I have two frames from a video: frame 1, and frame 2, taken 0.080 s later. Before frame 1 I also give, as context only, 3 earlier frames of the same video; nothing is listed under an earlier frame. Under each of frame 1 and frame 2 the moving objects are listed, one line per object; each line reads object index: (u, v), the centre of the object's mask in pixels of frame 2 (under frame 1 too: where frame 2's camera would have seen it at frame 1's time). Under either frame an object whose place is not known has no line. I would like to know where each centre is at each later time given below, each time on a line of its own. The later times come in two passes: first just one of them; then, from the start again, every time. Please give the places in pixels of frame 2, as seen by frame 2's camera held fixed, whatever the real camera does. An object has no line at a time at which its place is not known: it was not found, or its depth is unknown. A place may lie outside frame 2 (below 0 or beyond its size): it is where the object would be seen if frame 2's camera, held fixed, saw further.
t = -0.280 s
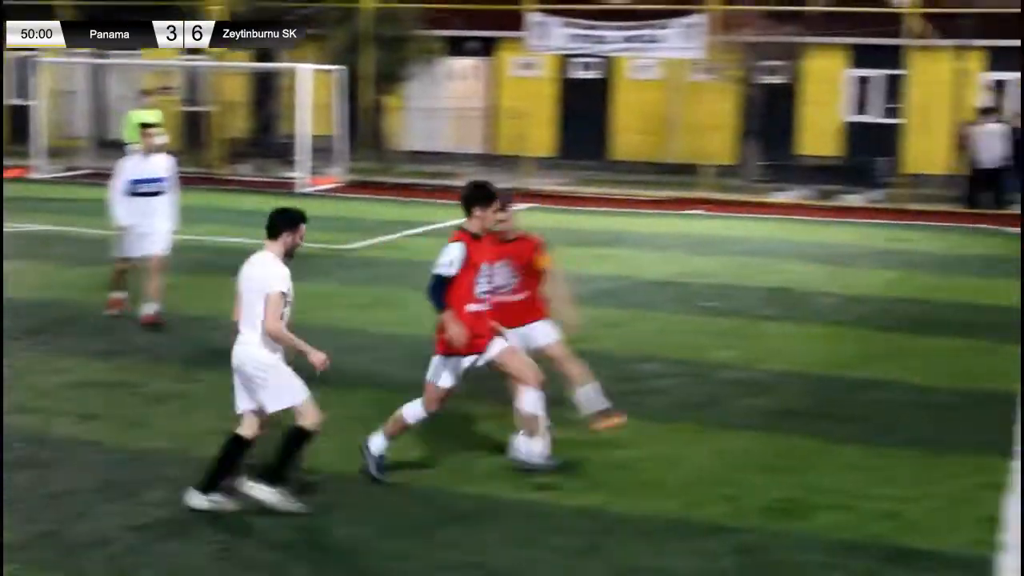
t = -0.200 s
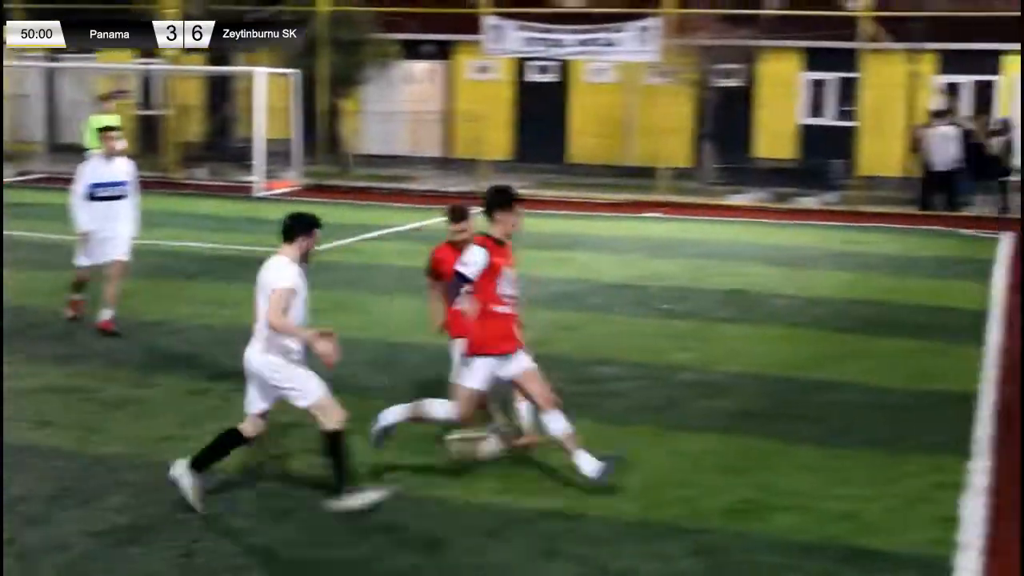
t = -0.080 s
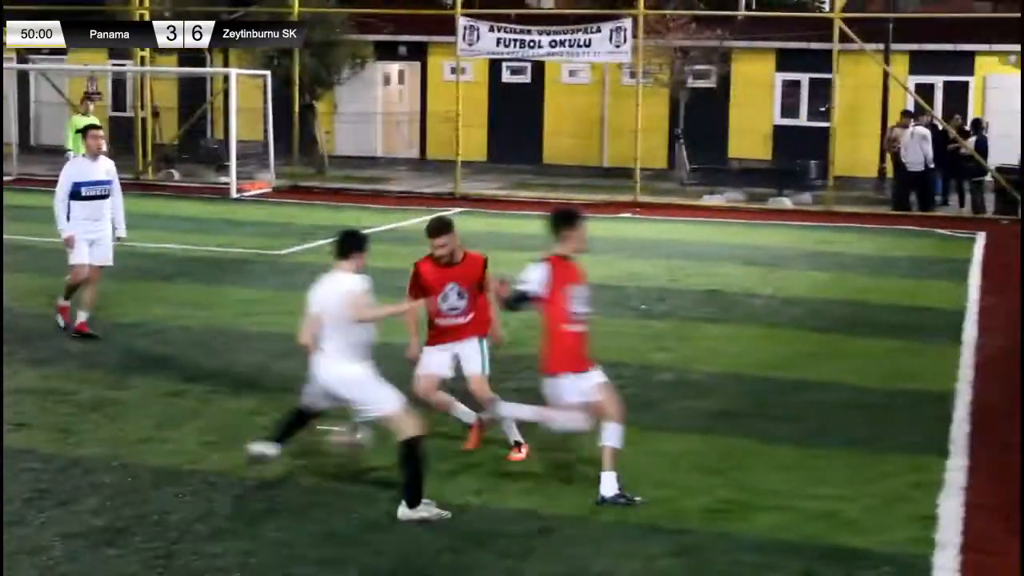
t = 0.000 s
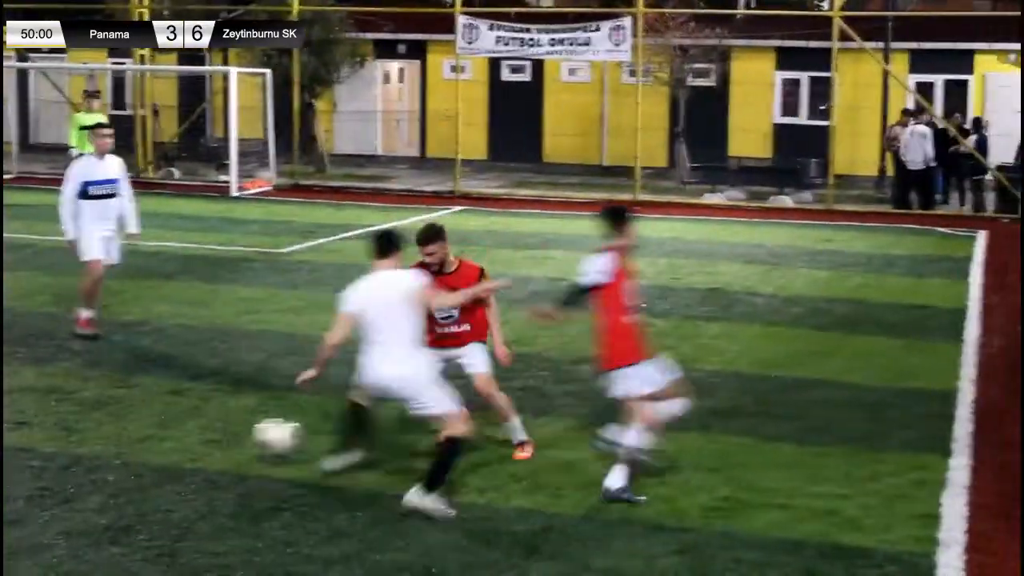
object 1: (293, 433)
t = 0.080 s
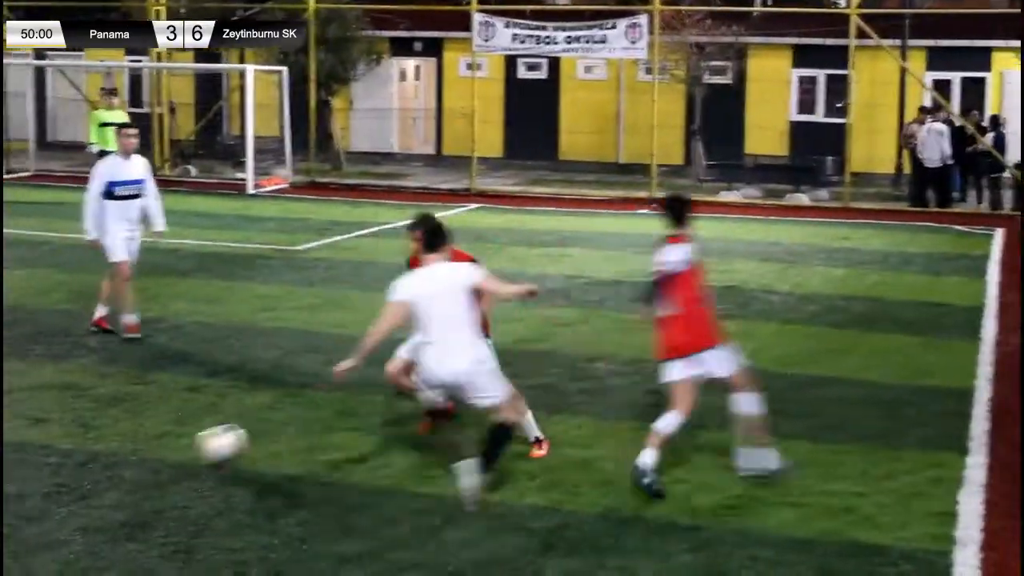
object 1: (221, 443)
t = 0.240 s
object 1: (107, 438)
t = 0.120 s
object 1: (187, 449)
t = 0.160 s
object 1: (161, 444)
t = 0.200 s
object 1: (135, 440)
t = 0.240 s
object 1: (107, 438)
